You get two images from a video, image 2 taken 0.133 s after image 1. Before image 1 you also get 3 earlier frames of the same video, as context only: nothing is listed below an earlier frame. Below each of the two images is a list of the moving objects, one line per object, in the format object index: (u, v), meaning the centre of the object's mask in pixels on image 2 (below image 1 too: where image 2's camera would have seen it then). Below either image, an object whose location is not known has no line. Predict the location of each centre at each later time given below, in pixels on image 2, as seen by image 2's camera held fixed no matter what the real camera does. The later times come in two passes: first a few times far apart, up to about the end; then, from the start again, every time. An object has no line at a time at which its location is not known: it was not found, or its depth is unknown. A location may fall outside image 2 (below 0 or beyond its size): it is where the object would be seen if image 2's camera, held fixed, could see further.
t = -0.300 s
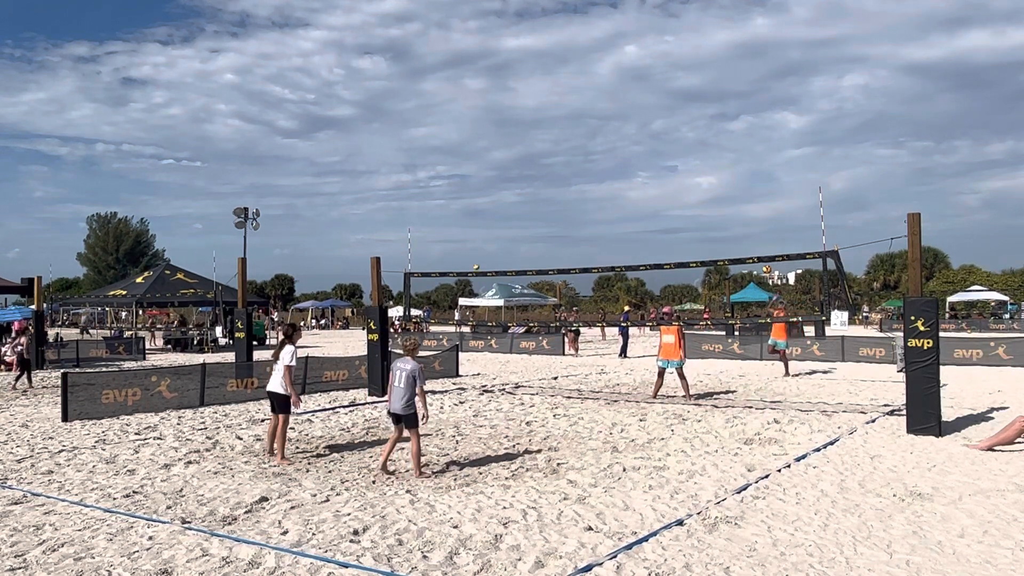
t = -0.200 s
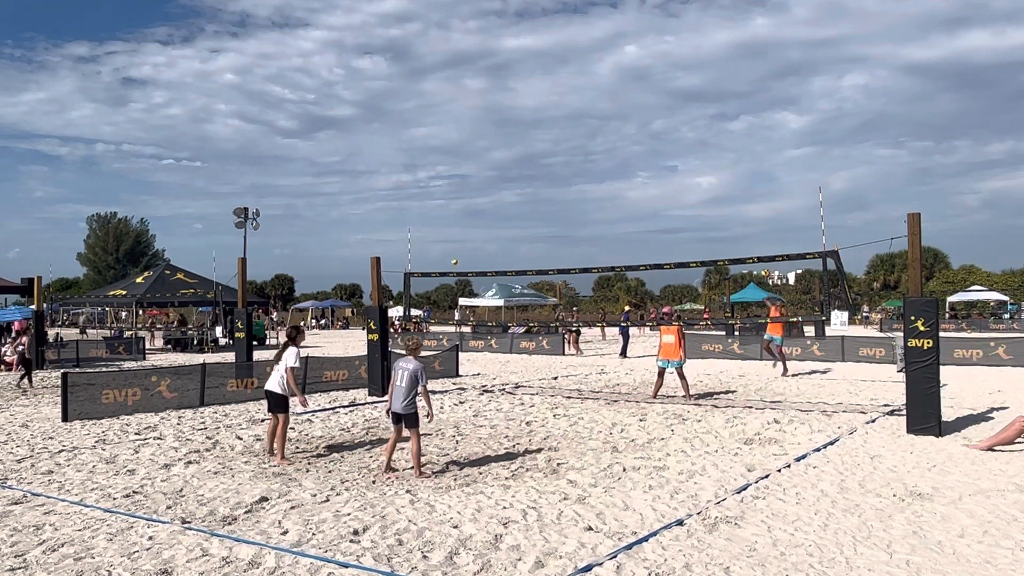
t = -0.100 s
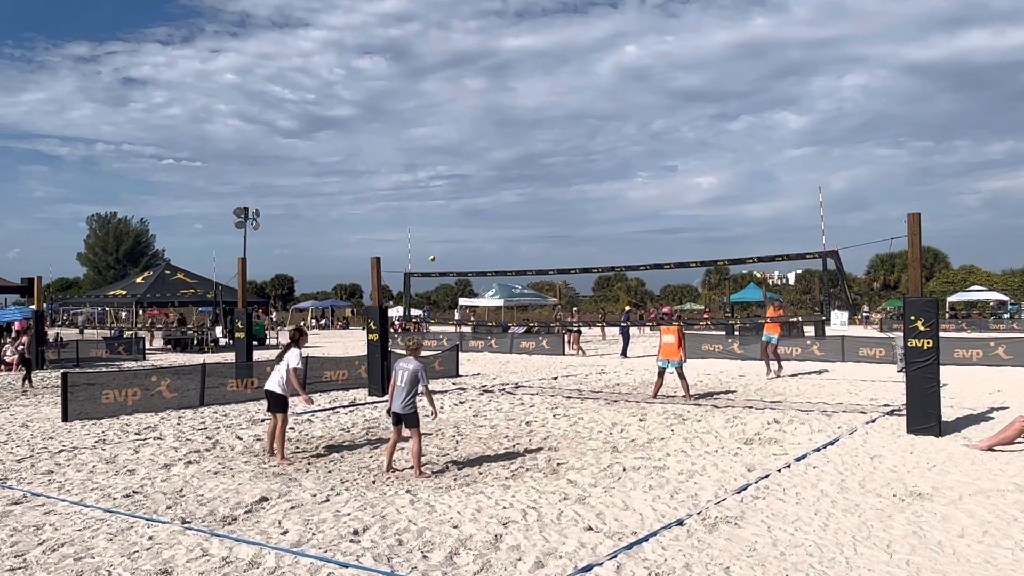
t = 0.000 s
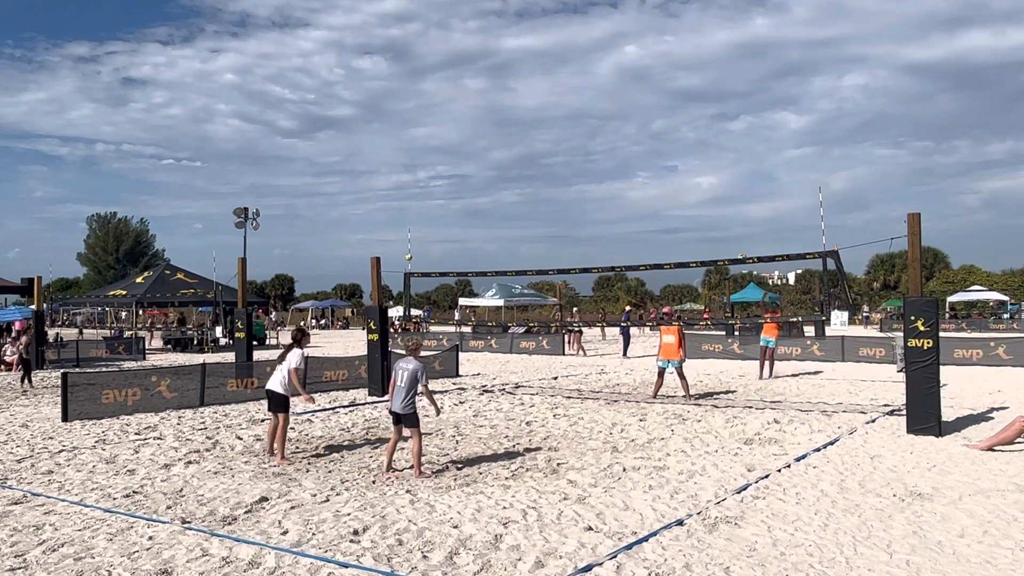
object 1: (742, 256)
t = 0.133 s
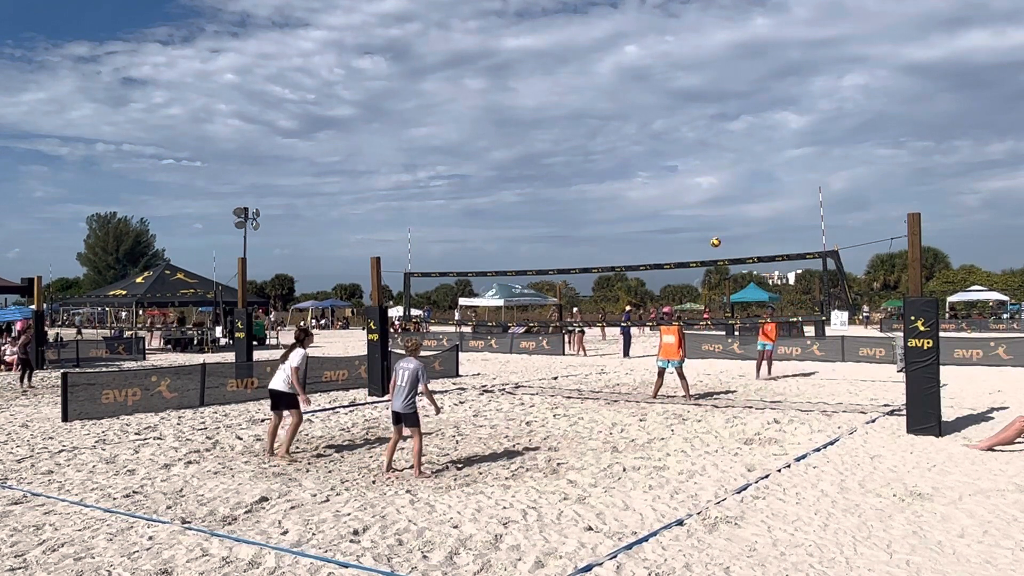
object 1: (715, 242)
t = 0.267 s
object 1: (687, 234)
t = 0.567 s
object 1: (607, 253)
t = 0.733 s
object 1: (550, 290)
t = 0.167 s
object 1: (709, 239)
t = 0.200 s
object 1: (701, 237)
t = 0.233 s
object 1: (694, 236)
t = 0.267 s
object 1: (687, 234)
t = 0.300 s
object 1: (679, 234)
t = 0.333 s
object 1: (671, 234)
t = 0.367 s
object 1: (662, 235)
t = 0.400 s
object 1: (654, 236)
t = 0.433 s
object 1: (645, 239)
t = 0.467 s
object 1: (636, 241)
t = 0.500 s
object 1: (626, 245)
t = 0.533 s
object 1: (617, 249)
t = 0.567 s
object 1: (607, 253)
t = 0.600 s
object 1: (596, 259)
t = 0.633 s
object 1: (585, 265)
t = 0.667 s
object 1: (574, 273)
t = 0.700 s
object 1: (562, 281)
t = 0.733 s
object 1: (550, 290)
